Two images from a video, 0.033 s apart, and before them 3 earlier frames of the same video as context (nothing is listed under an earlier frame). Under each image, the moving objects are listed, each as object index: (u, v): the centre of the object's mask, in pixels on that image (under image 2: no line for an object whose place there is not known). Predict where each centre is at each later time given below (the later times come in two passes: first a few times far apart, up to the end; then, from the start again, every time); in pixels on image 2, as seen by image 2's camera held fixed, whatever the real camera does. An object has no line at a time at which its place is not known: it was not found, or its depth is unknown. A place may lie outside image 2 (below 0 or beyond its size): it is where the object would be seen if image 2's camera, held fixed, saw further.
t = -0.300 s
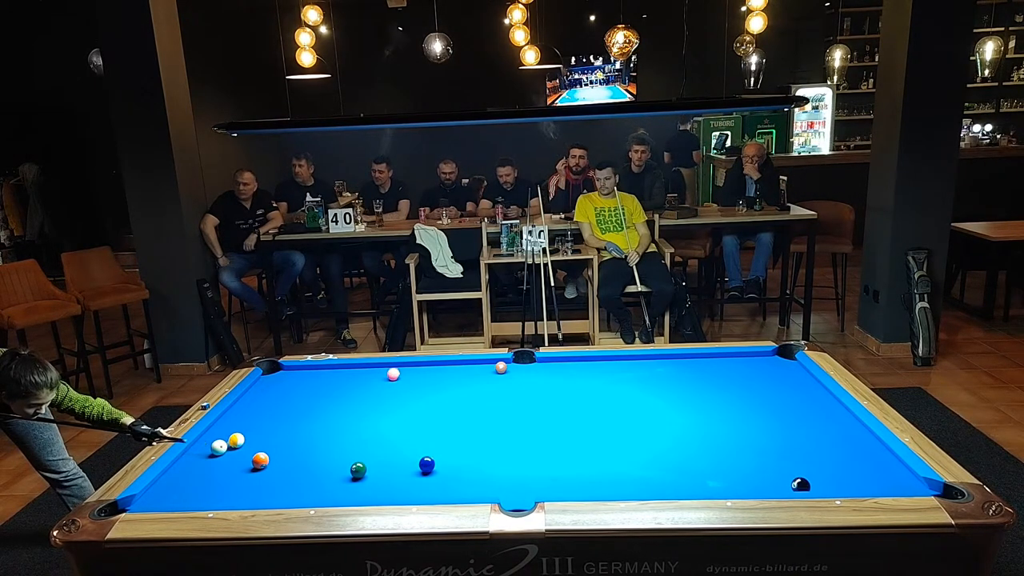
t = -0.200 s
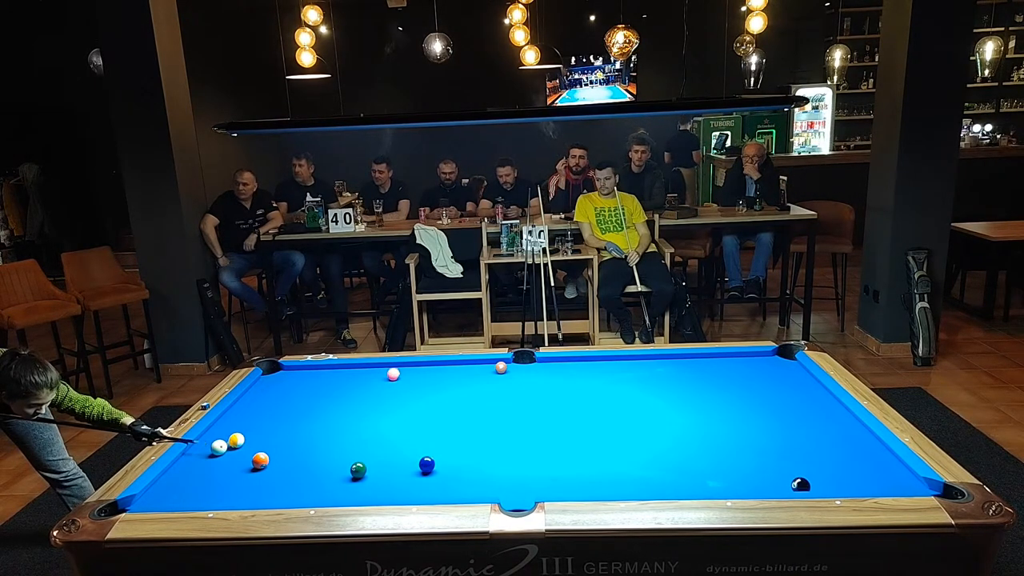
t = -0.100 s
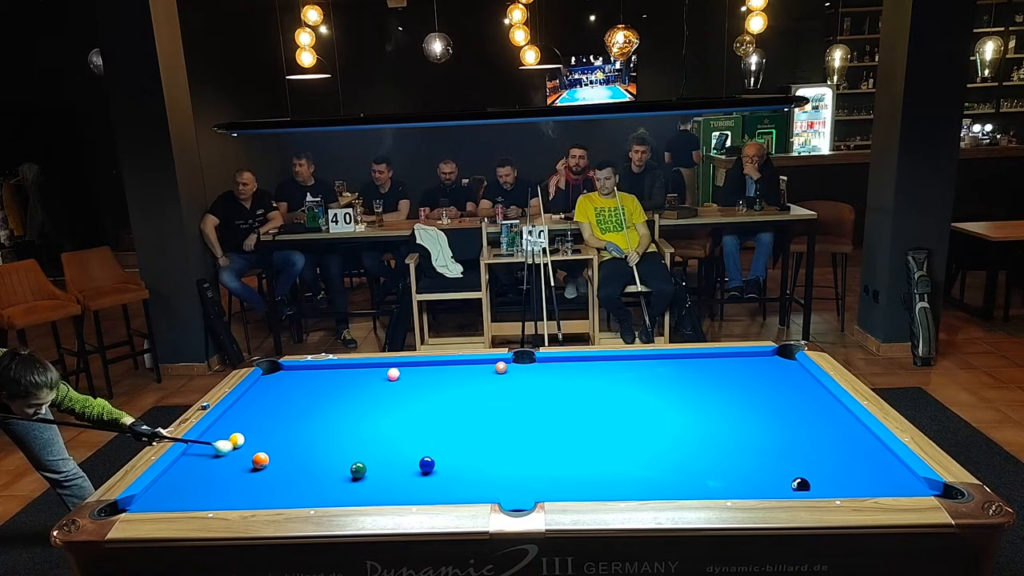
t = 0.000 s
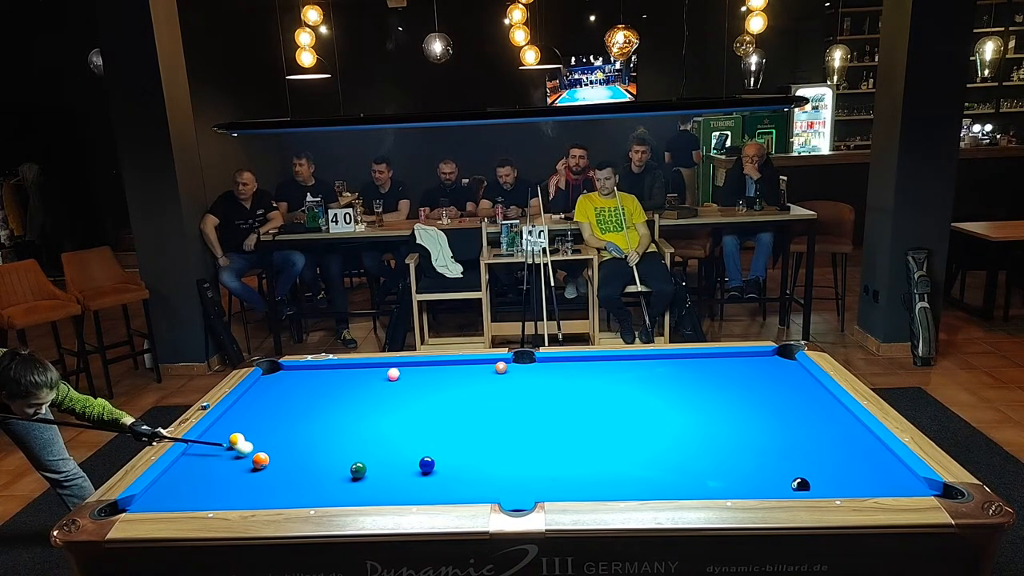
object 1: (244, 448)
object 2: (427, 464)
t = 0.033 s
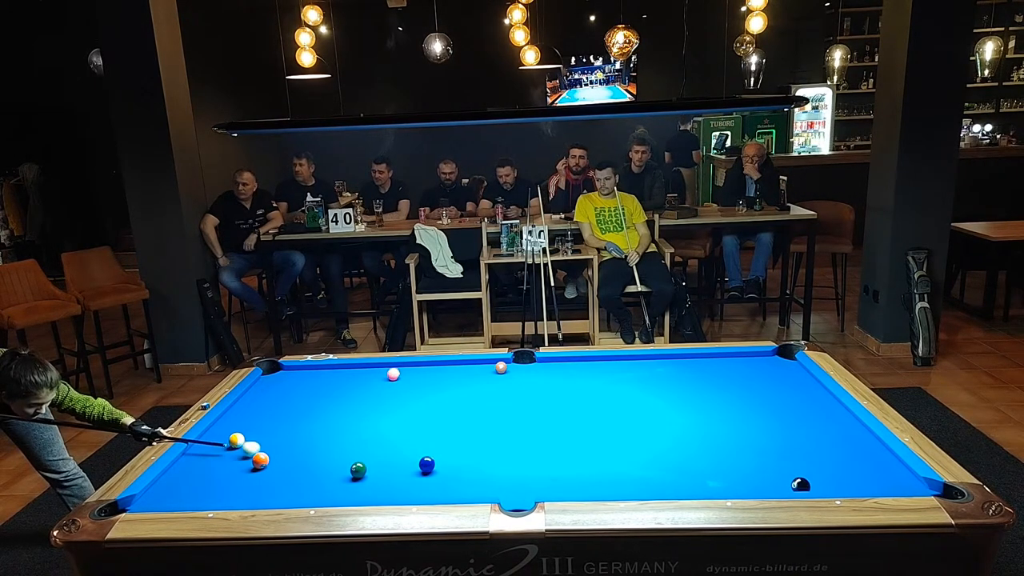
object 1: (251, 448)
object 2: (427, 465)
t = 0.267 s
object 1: (299, 451)
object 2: (427, 465)
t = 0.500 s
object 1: (347, 454)
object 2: (427, 465)
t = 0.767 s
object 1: (403, 459)
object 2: (427, 465)
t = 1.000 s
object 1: (428, 456)
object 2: (448, 471)
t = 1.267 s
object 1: (449, 451)
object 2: (476, 479)
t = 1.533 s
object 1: (468, 446)
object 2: (503, 487)
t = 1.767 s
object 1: (483, 443)
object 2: (527, 494)
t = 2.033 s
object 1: (498, 439)
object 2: (528, 491)
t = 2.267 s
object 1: (510, 436)
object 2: (523, 486)
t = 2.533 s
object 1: (522, 433)
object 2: (518, 482)
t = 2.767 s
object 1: (531, 431)
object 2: (515, 479)
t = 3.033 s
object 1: (540, 429)
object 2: (512, 476)
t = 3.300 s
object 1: (548, 427)
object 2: (510, 474)
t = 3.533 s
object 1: (553, 425)
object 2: (508, 472)
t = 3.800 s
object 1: (557, 424)
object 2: (507, 472)
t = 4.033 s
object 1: (561, 423)
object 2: (506, 471)
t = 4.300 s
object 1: (563, 422)
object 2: (506, 471)
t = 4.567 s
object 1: (564, 422)
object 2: (506, 471)
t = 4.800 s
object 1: (565, 421)
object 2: (506, 471)
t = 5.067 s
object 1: (565, 421)
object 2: (506, 471)
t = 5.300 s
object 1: (565, 421)
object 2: (506, 471)
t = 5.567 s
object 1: (565, 421)
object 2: (506, 471)
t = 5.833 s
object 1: (565, 421)
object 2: (506, 471)
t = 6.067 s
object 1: (565, 421)
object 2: (506, 471)
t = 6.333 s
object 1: (565, 421)
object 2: (506, 471)
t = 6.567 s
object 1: (565, 421)
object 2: (506, 471)
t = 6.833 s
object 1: (565, 421)
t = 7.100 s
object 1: (565, 421)
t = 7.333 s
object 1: (565, 421)
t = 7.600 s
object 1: (565, 421)
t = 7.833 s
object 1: (565, 421)
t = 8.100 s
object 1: (565, 421)
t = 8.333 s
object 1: (565, 421)
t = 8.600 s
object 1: (565, 421)
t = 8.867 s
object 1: (565, 421)
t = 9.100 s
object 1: (565, 421)
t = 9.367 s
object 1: (565, 421)
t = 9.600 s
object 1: (565, 421)
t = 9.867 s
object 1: (565, 421)
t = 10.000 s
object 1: (565, 421)
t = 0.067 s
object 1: (257, 448)
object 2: (427, 465)
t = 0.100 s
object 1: (265, 448)
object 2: (427, 465)
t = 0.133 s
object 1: (272, 449)
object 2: (427, 465)
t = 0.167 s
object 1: (278, 450)
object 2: (427, 465)
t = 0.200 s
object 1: (285, 451)
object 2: (427, 465)
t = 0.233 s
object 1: (292, 451)
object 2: (427, 465)
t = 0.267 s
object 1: (299, 451)
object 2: (427, 465)
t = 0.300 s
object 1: (306, 452)
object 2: (427, 465)
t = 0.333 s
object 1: (313, 452)
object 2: (427, 465)
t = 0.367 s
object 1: (320, 452)
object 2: (427, 465)
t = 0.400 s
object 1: (327, 453)
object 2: (427, 465)
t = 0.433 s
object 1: (333, 453)
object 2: (427, 465)
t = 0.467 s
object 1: (340, 454)
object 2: (427, 465)
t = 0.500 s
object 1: (347, 454)
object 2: (427, 465)
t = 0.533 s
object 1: (354, 454)
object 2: (427, 465)
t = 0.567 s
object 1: (361, 454)
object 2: (427, 465)
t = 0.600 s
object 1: (368, 456)
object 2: (427, 465)
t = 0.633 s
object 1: (375, 456)
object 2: (427, 465)
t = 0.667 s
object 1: (382, 456)
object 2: (427, 465)
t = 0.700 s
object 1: (389, 457)
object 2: (427, 465)
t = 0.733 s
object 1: (396, 458)
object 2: (427, 465)
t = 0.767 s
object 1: (403, 459)
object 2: (427, 465)
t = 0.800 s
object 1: (410, 459)
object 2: (427, 465)
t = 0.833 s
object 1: (415, 459)
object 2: (428, 465)
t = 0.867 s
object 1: (417, 459)
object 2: (433, 466)
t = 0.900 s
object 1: (420, 458)
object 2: (437, 468)
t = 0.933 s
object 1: (423, 457)
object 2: (441, 469)
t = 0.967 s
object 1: (425, 456)
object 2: (445, 470)
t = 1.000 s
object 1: (428, 456)
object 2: (448, 471)
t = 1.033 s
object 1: (431, 455)
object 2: (452, 472)
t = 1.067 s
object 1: (434, 455)
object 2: (455, 473)
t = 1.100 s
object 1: (436, 454)
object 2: (458, 474)
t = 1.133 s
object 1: (439, 453)
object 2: (462, 475)
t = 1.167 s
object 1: (442, 453)
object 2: (466, 476)
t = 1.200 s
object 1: (444, 452)
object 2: (469, 477)
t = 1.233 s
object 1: (447, 451)
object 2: (472, 478)
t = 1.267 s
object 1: (449, 451)
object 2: (476, 479)
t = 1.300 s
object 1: (452, 450)
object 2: (479, 480)
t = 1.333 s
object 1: (454, 450)
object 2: (483, 481)
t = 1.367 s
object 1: (457, 449)
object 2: (486, 482)
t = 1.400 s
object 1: (459, 449)
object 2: (490, 483)
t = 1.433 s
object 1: (461, 448)
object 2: (493, 484)
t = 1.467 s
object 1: (464, 447)
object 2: (496, 485)
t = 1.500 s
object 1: (466, 447)
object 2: (500, 486)
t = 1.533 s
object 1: (468, 446)
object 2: (503, 487)
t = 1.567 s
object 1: (470, 446)
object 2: (507, 488)
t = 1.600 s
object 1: (473, 445)
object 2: (511, 489)
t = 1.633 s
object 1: (475, 445)
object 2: (514, 490)
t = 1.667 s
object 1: (477, 444)
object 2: (517, 491)
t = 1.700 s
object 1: (479, 444)
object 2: (520, 492)
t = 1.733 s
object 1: (481, 443)
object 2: (524, 493)
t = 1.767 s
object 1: (483, 443)
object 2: (527, 494)
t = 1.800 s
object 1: (485, 443)
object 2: (530, 494)
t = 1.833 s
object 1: (487, 442)
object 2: (531, 494)
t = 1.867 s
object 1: (489, 441)
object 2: (531, 494)
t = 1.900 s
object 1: (491, 441)
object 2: (530, 493)
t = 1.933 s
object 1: (493, 440)
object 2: (530, 493)
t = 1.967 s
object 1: (495, 440)
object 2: (529, 492)
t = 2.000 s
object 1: (497, 440)
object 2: (528, 492)
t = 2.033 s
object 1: (498, 439)
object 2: (528, 491)
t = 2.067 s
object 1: (500, 439)
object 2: (527, 490)
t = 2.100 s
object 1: (502, 438)
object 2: (526, 489)
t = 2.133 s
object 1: (504, 438)
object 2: (526, 488)
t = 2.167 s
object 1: (505, 437)
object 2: (525, 488)
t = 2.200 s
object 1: (507, 437)
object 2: (524, 487)
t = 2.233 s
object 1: (509, 436)
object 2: (524, 487)
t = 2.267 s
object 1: (510, 436)
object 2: (523, 486)
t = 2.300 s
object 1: (512, 436)
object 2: (522, 486)
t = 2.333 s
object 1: (513, 435)
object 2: (522, 485)
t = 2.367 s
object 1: (515, 435)
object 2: (521, 484)
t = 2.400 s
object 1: (516, 435)
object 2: (520, 484)
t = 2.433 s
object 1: (518, 434)
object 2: (520, 483)
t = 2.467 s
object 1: (519, 434)
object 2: (520, 483)
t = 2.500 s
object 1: (521, 433)
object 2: (519, 482)
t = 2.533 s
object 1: (522, 433)
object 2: (518, 482)
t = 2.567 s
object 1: (523, 433)
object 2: (518, 481)
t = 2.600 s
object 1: (525, 432)
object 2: (518, 481)
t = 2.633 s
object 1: (526, 432)
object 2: (517, 480)
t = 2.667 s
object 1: (527, 432)
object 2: (517, 480)
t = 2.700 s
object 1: (529, 432)
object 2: (516, 480)
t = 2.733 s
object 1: (530, 431)
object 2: (516, 479)
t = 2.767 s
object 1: (531, 431)
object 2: (515, 479)
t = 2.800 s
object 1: (532, 431)
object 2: (515, 478)
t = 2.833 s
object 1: (534, 430)
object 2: (514, 478)
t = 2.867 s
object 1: (535, 430)
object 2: (514, 478)
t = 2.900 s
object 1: (536, 430)
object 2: (514, 477)
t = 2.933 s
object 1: (537, 429)
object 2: (513, 477)
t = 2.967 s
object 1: (538, 429)
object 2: (513, 477)
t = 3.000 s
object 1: (539, 429)
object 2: (512, 476)
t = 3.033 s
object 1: (540, 429)
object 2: (512, 476)
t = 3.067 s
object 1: (541, 429)
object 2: (512, 476)
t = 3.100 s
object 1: (542, 428)
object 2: (511, 475)
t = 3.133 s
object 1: (543, 428)
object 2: (511, 475)
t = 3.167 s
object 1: (544, 428)
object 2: (511, 475)
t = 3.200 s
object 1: (545, 427)
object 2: (510, 474)
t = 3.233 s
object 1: (546, 427)
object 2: (510, 474)
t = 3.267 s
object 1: (547, 427)
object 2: (510, 474)
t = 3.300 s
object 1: (548, 427)
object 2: (510, 474)
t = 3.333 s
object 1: (548, 427)
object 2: (509, 474)
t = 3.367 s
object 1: (549, 426)
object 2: (509, 473)
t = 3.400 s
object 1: (550, 426)
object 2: (509, 473)
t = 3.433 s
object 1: (551, 426)
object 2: (509, 473)
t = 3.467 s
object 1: (551, 426)
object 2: (508, 473)
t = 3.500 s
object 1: (552, 425)
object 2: (508, 473)
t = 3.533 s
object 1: (553, 425)
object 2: (508, 472)
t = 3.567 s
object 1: (554, 425)
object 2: (508, 472)
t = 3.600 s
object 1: (554, 425)
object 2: (507, 472)
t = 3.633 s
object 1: (555, 425)
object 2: (507, 472)
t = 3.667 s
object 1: (555, 424)
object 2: (507, 472)
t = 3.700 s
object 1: (556, 424)
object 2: (507, 472)
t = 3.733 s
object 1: (556, 424)
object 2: (507, 472)
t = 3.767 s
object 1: (557, 424)
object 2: (507, 472)
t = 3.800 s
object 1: (557, 424)
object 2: (507, 472)
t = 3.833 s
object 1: (558, 424)
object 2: (506, 471)
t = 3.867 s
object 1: (559, 423)
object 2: (506, 471)
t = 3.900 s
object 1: (559, 423)
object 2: (506, 471)
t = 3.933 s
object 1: (560, 423)
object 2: (506, 471)
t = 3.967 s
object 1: (560, 423)
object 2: (506, 471)
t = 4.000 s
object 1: (561, 423)
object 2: (506, 471)
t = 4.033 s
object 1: (561, 423)
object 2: (506, 471)
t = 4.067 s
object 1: (561, 423)
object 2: (506, 471)
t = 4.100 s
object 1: (561, 422)
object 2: (506, 471)
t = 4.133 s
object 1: (562, 422)
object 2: (506, 471)
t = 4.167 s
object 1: (562, 422)
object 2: (506, 471)
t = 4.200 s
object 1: (562, 422)
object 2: (506, 471)
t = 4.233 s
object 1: (563, 422)
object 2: (506, 471)
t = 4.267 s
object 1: (563, 422)
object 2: (506, 471)
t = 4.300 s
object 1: (563, 422)
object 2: (506, 471)
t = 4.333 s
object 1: (563, 422)
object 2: (506, 471)
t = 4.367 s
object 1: (564, 422)
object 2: (506, 471)
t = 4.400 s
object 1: (564, 422)
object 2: (506, 471)
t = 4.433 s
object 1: (564, 422)
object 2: (506, 471)
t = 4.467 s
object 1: (564, 422)
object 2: (506, 471)
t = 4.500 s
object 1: (564, 422)
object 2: (506, 471)
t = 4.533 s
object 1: (564, 422)
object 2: (506, 471)
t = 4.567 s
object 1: (564, 422)
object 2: (506, 471)
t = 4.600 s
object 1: (565, 422)
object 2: (506, 471)
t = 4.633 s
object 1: (565, 421)
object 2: (506, 471)
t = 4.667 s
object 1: (565, 421)
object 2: (506, 471)
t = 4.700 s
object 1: (565, 421)
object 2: (506, 471)
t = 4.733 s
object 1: (565, 421)
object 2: (506, 471)
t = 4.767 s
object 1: (565, 421)
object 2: (506, 471)
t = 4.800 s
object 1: (565, 421)
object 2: (506, 471)
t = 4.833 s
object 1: (565, 421)
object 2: (506, 471)
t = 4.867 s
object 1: (565, 421)
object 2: (506, 471)
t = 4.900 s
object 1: (565, 421)
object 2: (506, 471)
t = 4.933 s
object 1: (565, 421)
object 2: (506, 471)
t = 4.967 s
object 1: (565, 421)
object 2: (506, 471)
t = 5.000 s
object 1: (565, 421)
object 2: (506, 471)
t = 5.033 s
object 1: (565, 421)
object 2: (506, 471)
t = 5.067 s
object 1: (565, 421)
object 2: (506, 471)
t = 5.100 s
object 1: (565, 421)
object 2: (506, 471)
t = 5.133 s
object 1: (565, 421)
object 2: (506, 471)
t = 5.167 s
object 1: (565, 421)
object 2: (506, 471)
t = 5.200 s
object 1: (565, 421)
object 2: (506, 471)
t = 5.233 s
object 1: (565, 421)
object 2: (506, 471)
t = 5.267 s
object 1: (565, 421)
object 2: (506, 471)
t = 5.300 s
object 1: (565, 421)
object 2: (506, 471)
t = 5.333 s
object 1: (565, 421)
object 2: (506, 471)
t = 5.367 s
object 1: (565, 421)
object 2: (506, 471)
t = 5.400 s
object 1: (565, 421)
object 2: (506, 471)
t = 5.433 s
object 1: (565, 421)
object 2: (506, 471)
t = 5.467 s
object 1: (565, 421)
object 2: (506, 471)
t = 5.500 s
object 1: (565, 421)
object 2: (506, 471)
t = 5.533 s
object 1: (565, 421)
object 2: (506, 471)
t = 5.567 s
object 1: (565, 421)
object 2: (506, 471)
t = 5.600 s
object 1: (565, 421)
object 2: (506, 471)
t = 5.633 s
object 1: (565, 421)
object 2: (506, 471)
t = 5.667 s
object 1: (565, 421)
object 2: (506, 471)
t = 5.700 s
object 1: (565, 421)
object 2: (506, 471)
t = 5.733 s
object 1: (565, 421)
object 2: (506, 471)
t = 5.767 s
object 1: (565, 421)
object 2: (506, 471)
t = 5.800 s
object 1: (565, 421)
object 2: (506, 471)
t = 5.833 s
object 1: (565, 421)
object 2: (506, 471)
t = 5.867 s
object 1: (565, 421)
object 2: (506, 471)
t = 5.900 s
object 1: (565, 421)
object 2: (506, 471)
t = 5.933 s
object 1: (565, 421)
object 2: (506, 471)
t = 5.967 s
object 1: (565, 421)
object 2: (506, 471)
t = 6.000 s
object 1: (565, 421)
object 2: (506, 471)
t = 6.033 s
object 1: (565, 421)
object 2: (506, 471)
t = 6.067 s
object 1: (565, 421)
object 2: (506, 471)
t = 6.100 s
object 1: (565, 421)
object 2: (506, 471)
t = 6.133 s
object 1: (565, 421)
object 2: (506, 471)
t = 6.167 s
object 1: (565, 421)
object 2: (506, 471)
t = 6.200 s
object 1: (565, 421)
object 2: (506, 471)
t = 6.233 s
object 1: (565, 421)
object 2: (506, 471)
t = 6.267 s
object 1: (565, 421)
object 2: (506, 471)
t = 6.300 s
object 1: (565, 421)
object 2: (506, 471)
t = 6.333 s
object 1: (565, 421)
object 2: (506, 471)
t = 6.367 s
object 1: (565, 421)
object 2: (506, 471)
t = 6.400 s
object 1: (565, 421)
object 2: (506, 471)
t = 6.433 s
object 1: (565, 421)
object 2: (506, 471)
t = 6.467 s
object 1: (565, 421)
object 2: (506, 471)
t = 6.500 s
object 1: (565, 421)
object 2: (506, 471)
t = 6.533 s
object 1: (565, 421)
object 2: (506, 471)
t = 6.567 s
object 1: (565, 421)
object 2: (506, 471)
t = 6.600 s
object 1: (565, 421)
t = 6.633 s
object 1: (565, 421)
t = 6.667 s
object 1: (565, 421)
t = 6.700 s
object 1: (565, 421)
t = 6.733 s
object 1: (565, 421)
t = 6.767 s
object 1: (565, 421)
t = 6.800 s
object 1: (565, 421)
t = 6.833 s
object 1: (565, 421)
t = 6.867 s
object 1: (565, 421)
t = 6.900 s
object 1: (565, 421)
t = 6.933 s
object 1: (565, 421)
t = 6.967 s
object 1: (565, 421)
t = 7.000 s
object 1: (565, 421)
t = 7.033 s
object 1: (565, 421)
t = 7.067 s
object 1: (565, 421)
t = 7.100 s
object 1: (565, 421)
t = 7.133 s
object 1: (565, 421)
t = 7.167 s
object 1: (565, 421)
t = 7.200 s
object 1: (565, 421)
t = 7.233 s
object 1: (565, 421)
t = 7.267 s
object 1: (565, 421)
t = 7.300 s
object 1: (565, 421)
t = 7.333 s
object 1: (565, 421)
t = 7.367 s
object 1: (565, 421)
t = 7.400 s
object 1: (565, 421)
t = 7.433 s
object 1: (565, 421)
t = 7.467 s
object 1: (565, 421)
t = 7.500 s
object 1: (565, 421)
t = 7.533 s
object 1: (565, 421)
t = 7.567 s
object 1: (565, 421)
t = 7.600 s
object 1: (565, 421)
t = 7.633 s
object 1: (565, 421)
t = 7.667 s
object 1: (565, 421)
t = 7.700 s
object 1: (565, 421)
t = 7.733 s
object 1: (565, 421)
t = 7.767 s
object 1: (565, 421)
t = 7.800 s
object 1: (565, 421)
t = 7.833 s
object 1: (565, 421)
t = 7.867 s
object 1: (565, 421)
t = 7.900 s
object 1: (565, 421)
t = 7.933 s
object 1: (565, 421)
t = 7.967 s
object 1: (565, 421)
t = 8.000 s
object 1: (565, 421)
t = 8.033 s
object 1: (565, 421)
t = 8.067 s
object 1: (565, 421)
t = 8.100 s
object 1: (565, 421)
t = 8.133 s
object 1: (565, 421)
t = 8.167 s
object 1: (565, 421)
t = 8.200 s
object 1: (565, 421)
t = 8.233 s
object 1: (565, 421)
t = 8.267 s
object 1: (565, 421)
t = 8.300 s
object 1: (565, 421)
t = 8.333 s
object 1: (565, 421)
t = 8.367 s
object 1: (565, 421)
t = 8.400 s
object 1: (565, 421)
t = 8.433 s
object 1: (565, 421)
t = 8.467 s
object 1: (565, 421)
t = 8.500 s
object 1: (565, 421)
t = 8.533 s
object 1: (565, 421)
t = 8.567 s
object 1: (565, 421)
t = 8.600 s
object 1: (565, 421)
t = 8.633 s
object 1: (565, 421)
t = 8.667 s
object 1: (565, 421)
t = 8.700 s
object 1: (565, 421)
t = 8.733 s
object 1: (565, 421)
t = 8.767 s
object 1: (565, 421)
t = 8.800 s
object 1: (565, 421)
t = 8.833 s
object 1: (565, 421)
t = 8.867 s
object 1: (565, 421)
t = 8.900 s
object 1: (565, 421)
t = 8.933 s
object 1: (565, 421)
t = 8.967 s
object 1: (565, 421)
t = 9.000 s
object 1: (565, 421)
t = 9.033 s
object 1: (565, 421)
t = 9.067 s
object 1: (565, 421)
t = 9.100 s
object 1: (565, 421)
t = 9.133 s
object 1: (565, 421)
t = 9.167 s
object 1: (565, 421)
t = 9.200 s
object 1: (565, 421)
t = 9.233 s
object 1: (565, 421)
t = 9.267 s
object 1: (565, 421)
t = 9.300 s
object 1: (565, 421)
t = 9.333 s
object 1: (565, 421)
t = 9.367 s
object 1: (565, 421)
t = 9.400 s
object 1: (565, 421)
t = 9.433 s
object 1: (565, 421)
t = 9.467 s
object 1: (565, 421)
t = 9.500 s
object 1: (565, 421)
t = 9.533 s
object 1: (565, 421)
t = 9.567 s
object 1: (565, 421)
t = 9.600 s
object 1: (565, 421)
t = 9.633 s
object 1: (565, 421)
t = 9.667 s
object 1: (565, 421)
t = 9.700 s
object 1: (565, 421)
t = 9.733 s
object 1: (565, 421)
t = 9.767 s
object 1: (565, 421)
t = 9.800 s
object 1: (565, 421)
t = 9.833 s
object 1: (565, 421)
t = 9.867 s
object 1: (565, 421)
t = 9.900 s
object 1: (565, 421)
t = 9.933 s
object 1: (565, 421)
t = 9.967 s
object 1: (565, 421)
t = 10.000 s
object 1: (565, 421)
